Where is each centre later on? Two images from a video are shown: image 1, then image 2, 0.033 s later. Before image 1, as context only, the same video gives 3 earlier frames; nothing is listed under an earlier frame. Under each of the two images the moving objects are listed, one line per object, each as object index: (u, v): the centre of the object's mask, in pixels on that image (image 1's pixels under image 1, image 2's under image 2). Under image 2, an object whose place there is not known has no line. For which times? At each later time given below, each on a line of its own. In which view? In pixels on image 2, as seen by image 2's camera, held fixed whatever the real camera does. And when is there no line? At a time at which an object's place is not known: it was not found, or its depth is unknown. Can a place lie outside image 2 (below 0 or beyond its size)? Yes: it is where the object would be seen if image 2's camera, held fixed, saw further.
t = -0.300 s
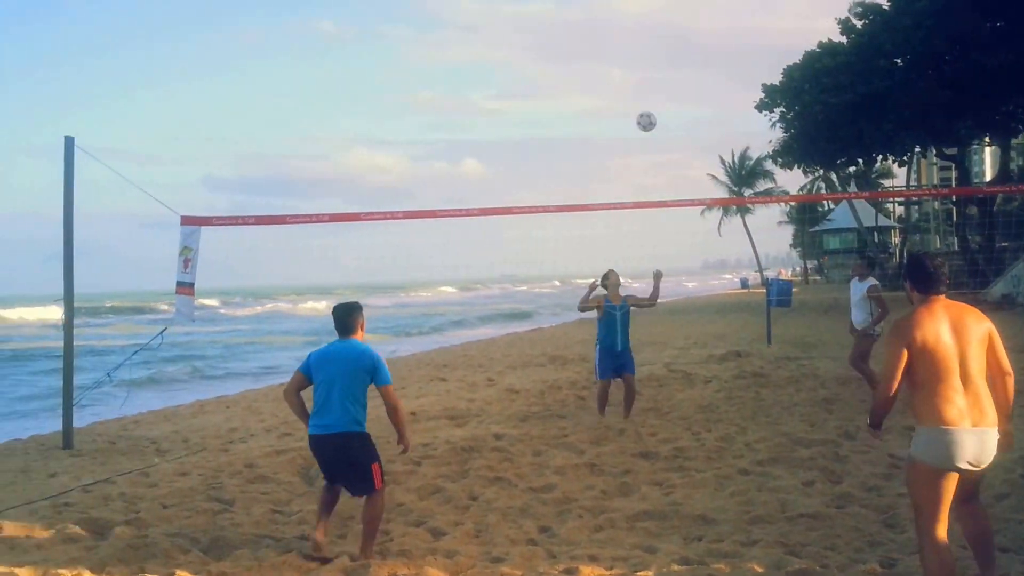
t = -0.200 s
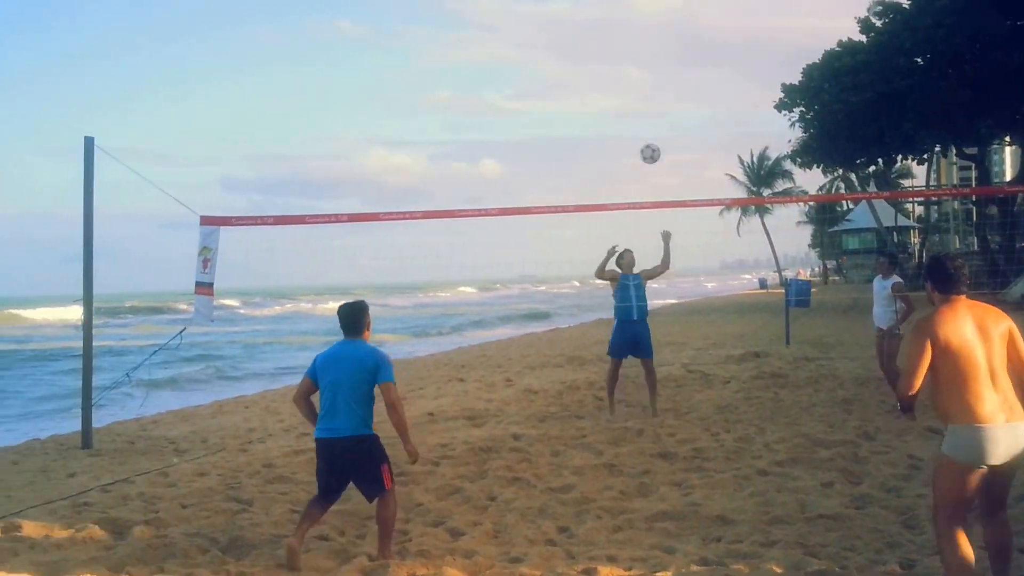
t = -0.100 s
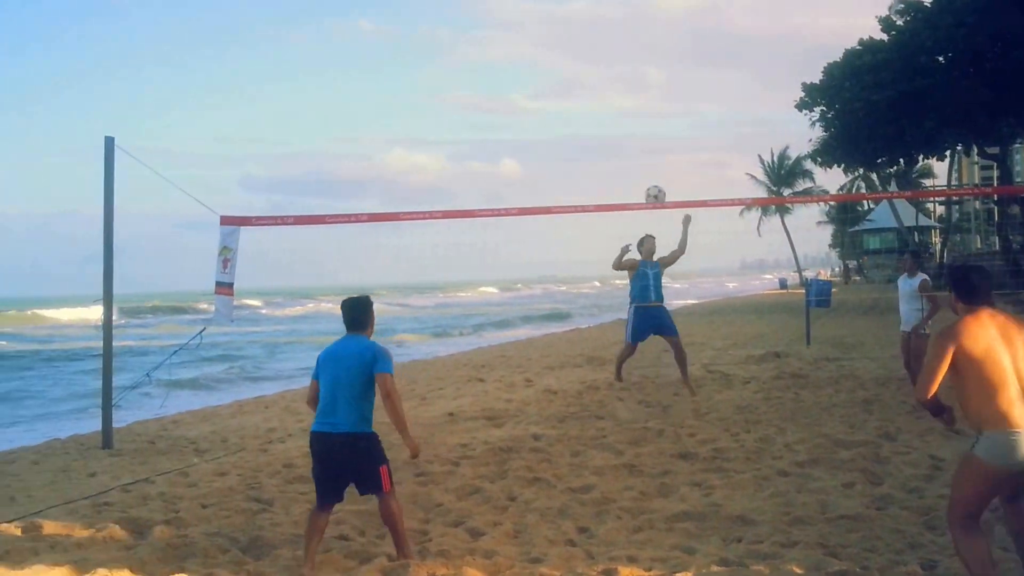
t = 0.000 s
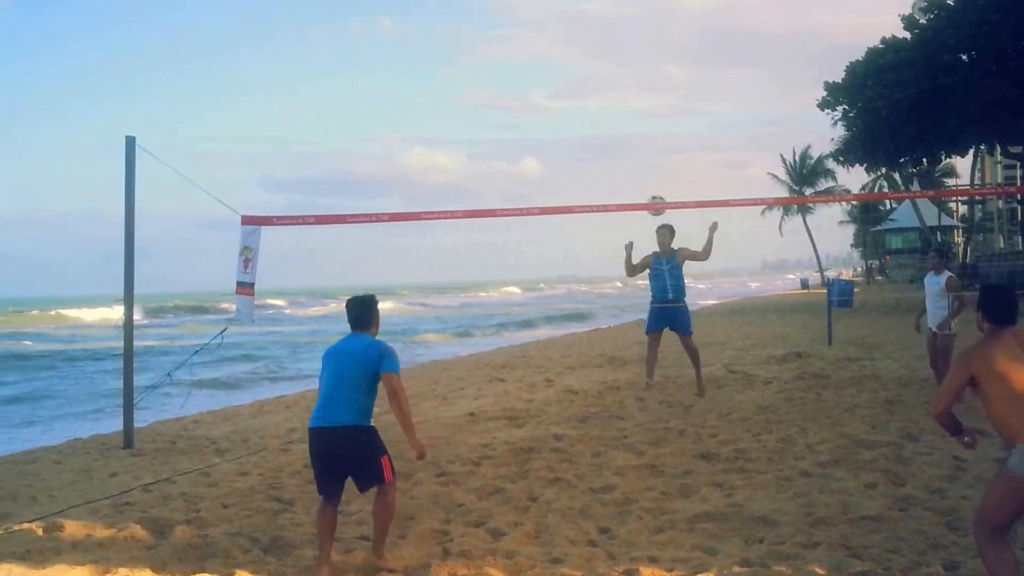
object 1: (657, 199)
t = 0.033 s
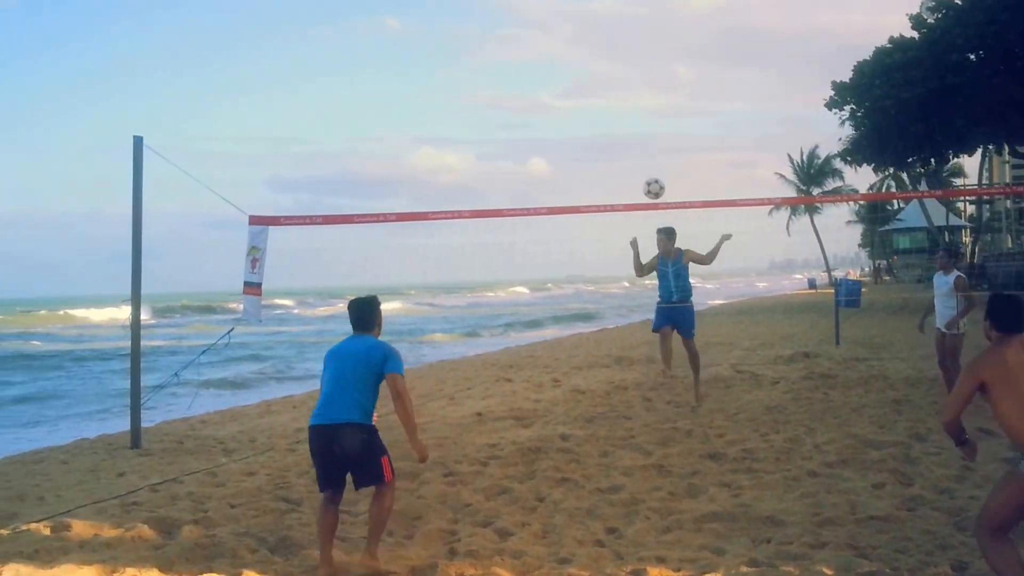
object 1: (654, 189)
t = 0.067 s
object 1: (646, 172)
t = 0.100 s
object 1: (638, 157)
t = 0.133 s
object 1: (630, 142)
